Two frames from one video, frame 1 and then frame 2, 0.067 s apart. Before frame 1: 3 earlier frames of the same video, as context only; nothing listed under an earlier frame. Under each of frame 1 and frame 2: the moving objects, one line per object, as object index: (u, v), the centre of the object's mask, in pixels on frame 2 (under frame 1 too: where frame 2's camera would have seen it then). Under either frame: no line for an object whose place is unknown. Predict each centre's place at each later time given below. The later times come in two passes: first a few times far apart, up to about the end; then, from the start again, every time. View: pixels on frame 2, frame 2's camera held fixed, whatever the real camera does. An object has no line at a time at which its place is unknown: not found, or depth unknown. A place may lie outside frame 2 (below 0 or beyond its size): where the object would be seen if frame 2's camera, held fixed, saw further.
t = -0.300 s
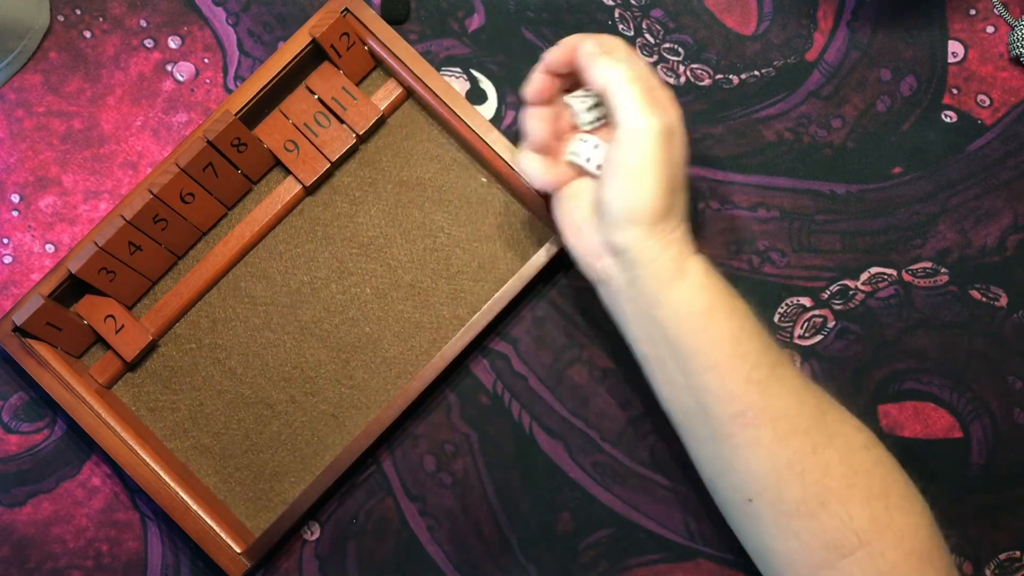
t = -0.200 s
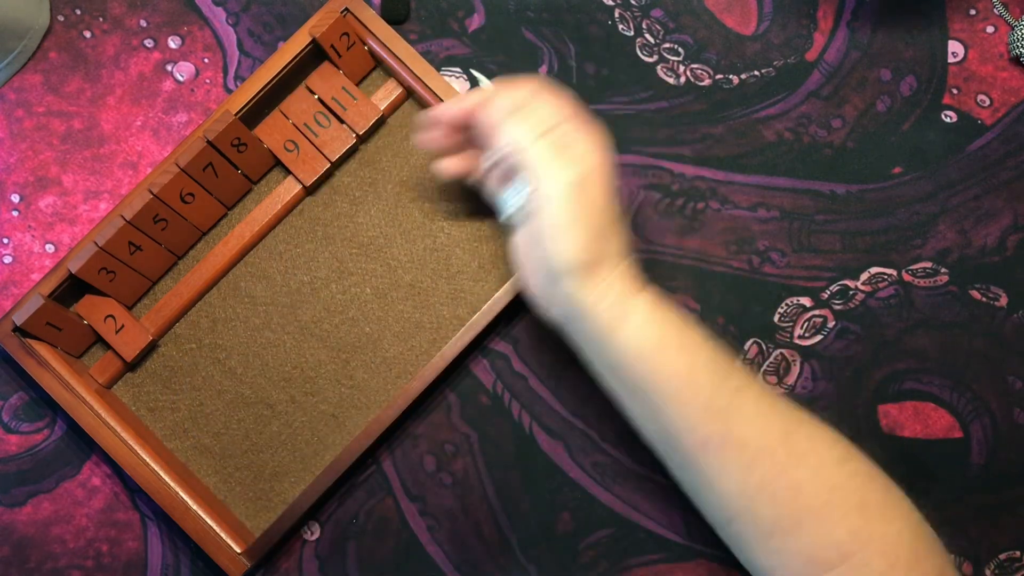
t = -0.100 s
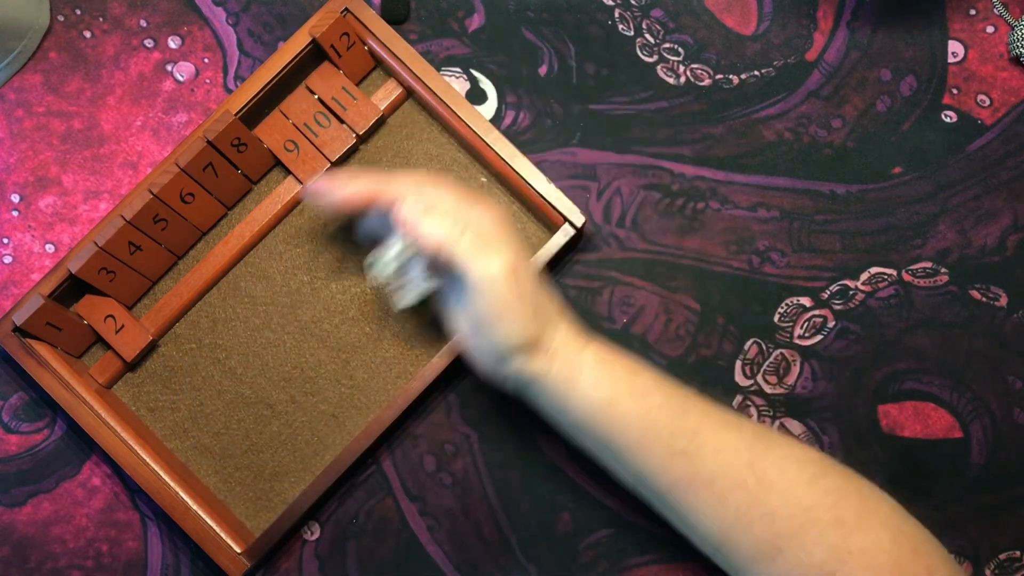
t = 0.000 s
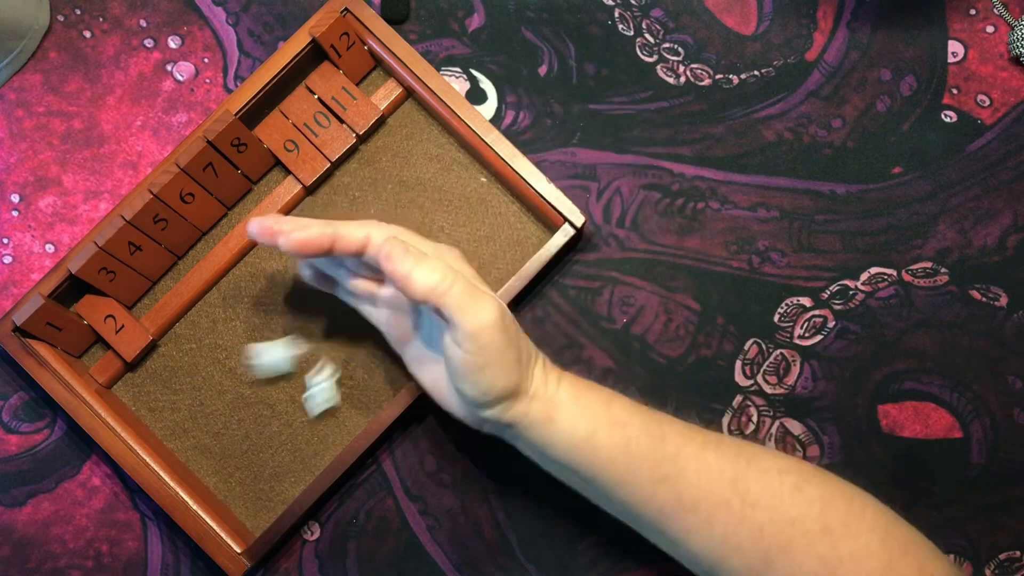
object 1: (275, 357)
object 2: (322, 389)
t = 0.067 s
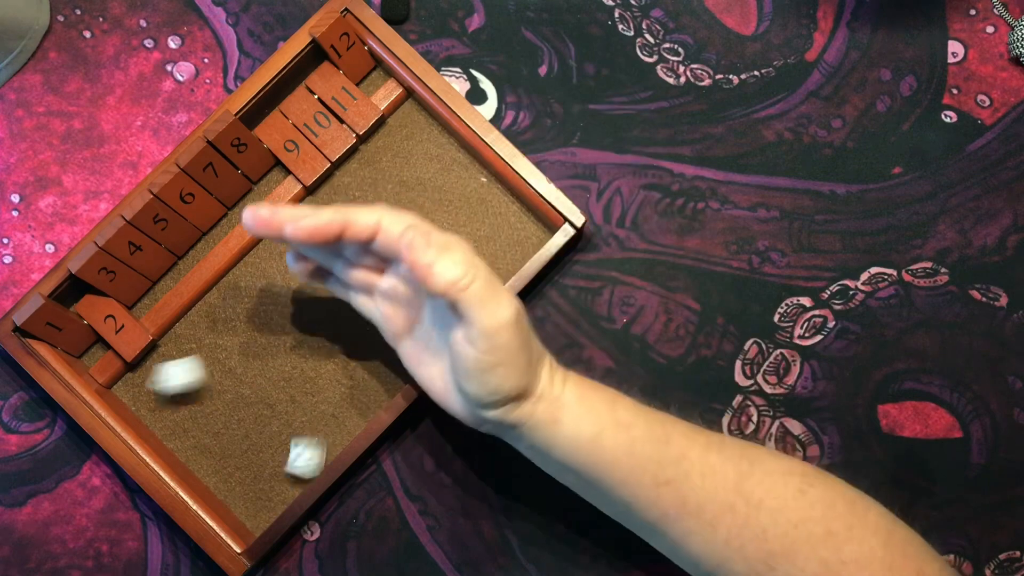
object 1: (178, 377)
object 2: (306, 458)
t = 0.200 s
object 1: (175, 397)
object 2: (243, 497)
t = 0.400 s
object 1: (236, 425)
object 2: (264, 462)
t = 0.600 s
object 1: (239, 430)
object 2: (264, 462)
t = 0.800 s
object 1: (239, 430)
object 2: (264, 462)
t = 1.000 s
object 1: (239, 430)
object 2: (264, 462)
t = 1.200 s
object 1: (239, 430)
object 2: (264, 462)
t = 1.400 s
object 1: (239, 430)
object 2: (264, 462)
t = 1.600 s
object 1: (239, 430)
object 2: (264, 462)
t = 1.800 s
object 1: (239, 430)
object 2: (264, 462)
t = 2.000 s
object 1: (239, 430)
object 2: (264, 462)
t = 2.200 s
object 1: (239, 430)
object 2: (264, 462)
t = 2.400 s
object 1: (239, 430)
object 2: (264, 462)
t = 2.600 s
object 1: (239, 430)
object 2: (264, 462)
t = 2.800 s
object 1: (239, 430)
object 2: (264, 462)
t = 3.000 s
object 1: (239, 430)
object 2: (264, 462)
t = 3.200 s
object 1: (239, 430)
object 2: (263, 462)
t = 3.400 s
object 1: (239, 430)
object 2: (263, 462)
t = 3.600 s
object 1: (239, 430)
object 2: (264, 462)
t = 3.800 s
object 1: (239, 430)
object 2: (264, 462)
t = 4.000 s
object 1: (239, 430)
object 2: (264, 462)
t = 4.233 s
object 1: (239, 430)
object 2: (264, 462)
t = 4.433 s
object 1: (243, 421)
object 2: (269, 452)
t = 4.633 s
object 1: (245, 418)
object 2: (271, 448)
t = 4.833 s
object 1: (244, 418)
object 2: (271, 448)
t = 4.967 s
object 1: (243, 419)
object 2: (270, 449)
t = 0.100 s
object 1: (142, 385)
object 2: (283, 475)
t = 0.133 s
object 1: (133, 390)
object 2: (260, 490)
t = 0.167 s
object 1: (153, 390)
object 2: (244, 501)
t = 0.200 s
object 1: (175, 397)
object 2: (243, 497)
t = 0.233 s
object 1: (188, 402)
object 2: (248, 487)
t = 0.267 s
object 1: (203, 409)
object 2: (255, 478)
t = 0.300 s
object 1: (215, 414)
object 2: (258, 471)
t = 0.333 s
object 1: (225, 418)
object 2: (262, 465)
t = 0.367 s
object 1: (231, 422)
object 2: (263, 462)
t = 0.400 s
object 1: (236, 425)
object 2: (264, 462)
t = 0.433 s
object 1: (239, 429)
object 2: (264, 462)
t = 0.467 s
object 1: (239, 430)
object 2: (264, 462)
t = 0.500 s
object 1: (239, 430)
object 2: (264, 462)
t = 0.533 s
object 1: (239, 430)
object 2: (264, 462)
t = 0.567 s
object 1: (239, 430)
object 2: (264, 462)
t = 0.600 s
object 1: (239, 430)
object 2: (264, 462)
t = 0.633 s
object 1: (239, 430)
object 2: (264, 462)
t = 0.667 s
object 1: (239, 430)
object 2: (264, 462)
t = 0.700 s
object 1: (239, 430)
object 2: (264, 462)
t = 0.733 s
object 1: (239, 430)
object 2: (264, 462)
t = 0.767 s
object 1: (239, 430)
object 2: (264, 462)
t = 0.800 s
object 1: (239, 430)
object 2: (264, 462)
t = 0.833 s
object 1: (239, 430)
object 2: (264, 462)
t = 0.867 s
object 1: (239, 430)
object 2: (264, 462)
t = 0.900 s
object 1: (239, 430)
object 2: (264, 462)
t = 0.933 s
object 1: (239, 430)
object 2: (264, 462)
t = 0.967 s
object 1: (239, 430)
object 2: (264, 462)
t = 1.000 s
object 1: (239, 430)
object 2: (264, 462)
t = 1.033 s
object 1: (239, 430)
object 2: (264, 462)
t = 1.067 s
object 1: (239, 430)
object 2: (264, 462)
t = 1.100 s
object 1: (239, 430)
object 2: (264, 462)
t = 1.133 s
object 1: (239, 430)
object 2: (264, 462)
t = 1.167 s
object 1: (239, 430)
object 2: (264, 462)
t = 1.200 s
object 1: (239, 430)
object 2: (264, 462)
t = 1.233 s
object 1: (239, 430)
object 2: (264, 462)
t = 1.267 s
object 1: (239, 430)
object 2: (264, 462)
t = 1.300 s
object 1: (239, 430)
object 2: (264, 462)
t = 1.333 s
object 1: (239, 430)
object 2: (264, 462)
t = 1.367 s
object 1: (239, 430)
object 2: (264, 462)
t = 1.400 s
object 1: (239, 430)
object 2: (264, 462)
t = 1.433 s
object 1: (239, 430)
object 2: (264, 462)
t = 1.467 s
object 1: (239, 430)
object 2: (264, 462)
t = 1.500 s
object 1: (239, 430)
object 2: (264, 462)
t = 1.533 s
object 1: (239, 430)
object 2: (264, 462)
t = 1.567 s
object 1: (239, 430)
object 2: (264, 462)
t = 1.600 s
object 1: (239, 430)
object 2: (264, 462)
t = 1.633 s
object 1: (239, 430)
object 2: (264, 462)
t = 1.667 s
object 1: (239, 430)
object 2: (264, 462)
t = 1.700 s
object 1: (239, 430)
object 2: (264, 462)
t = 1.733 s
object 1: (239, 430)
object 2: (264, 462)
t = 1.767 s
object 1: (239, 430)
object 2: (264, 462)
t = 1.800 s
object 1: (239, 430)
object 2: (264, 462)
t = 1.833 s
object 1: (239, 430)
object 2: (264, 462)
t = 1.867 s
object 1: (239, 430)
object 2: (264, 462)
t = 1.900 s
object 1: (239, 430)
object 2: (264, 462)
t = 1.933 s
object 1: (239, 430)
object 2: (264, 462)
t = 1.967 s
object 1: (239, 430)
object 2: (264, 462)
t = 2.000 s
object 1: (239, 430)
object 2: (264, 462)
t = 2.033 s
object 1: (239, 430)
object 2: (264, 462)
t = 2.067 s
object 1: (239, 430)
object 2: (264, 462)
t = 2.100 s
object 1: (239, 430)
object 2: (264, 462)
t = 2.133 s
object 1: (239, 430)
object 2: (264, 462)
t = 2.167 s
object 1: (239, 430)
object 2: (264, 462)
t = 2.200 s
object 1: (239, 430)
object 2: (264, 462)
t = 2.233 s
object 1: (239, 430)
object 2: (264, 462)
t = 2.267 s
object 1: (239, 430)
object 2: (264, 462)
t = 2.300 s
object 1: (239, 430)
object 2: (264, 462)
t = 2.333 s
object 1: (239, 430)
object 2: (264, 462)
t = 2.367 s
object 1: (239, 430)
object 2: (264, 462)
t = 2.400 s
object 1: (239, 430)
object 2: (264, 462)
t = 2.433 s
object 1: (239, 430)
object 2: (264, 462)
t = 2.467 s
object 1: (239, 430)
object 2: (264, 462)
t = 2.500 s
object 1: (239, 430)
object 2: (264, 462)
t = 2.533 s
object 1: (239, 430)
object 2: (264, 462)
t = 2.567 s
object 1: (239, 430)
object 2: (264, 462)
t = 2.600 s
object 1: (239, 430)
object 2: (264, 462)
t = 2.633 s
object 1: (239, 430)
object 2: (264, 462)
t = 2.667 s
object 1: (239, 430)
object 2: (264, 462)
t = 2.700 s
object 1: (239, 430)
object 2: (264, 462)
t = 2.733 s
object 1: (239, 430)
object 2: (264, 462)
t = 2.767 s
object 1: (239, 430)
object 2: (264, 462)
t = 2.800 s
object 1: (239, 430)
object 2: (264, 462)
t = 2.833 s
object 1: (239, 430)
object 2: (264, 462)
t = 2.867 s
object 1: (239, 430)
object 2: (264, 462)
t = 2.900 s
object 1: (239, 430)
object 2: (264, 462)
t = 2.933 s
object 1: (239, 430)
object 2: (264, 462)
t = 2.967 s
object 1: (239, 430)
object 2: (264, 462)
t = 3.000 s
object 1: (239, 430)
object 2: (264, 462)
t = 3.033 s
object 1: (239, 430)
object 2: (264, 463)
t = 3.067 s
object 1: (239, 429)
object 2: (264, 462)
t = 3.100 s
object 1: (239, 430)
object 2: (264, 462)
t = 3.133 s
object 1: (239, 430)
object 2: (264, 462)
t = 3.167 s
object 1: (239, 430)
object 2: (264, 462)
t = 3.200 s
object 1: (239, 430)
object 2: (263, 462)
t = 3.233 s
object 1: (239, 430)
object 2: (263, 462)
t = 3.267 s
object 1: (239, 430)
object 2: (263, 462)
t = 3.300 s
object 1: (239, 430)
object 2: (263, 462)
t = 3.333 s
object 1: (239, 430)
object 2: (263, 462)
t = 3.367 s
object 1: (239, 430)
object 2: (263, 462)
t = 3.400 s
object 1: (239, 430)
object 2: (263, 462)
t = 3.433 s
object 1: (239, 430)
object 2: (264, 462)
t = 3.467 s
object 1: (239, 430)
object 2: (264, 462)
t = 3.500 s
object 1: (239, 430)
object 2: (264, 462)
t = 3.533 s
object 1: (239, 430)
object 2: (264, 462)
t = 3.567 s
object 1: (239, 430)
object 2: (264, 462)
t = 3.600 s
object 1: (239, 430)
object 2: (264, 462)
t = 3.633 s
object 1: (239, 430)
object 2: (264, 462)
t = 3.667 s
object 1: (239, 430)
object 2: (263, 462)
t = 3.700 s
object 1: (239, 430)
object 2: (264, 462)
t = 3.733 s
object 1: (239, 430)
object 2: (263, 462)
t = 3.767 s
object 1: (239, 430)
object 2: (263, 462)
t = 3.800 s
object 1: (239, 430)
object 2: (264, 462)
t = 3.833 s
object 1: (239, 430)
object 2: (264, 462)
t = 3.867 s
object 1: (239, 430)
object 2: (264, 462)
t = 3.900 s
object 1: (239, 430)
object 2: (263, 462)
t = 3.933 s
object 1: (239, 430)
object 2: (263, 462)
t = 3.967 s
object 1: (239, 430)
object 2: (264, 462)
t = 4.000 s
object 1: (239, 430)
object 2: (264, 462)
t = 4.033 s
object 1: (239, 430)
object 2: (264, 462)
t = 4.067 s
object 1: (239, 430)
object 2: (264, 462)
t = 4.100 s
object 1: (239, 430)
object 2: (264, 462)
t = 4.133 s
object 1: (239, 430)
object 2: (264, 462)
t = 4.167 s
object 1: (239, 430)
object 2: (264, 462)
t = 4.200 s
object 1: (239, 430)
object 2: (264, 462)
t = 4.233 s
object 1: (239, 430)
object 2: (264, 462)
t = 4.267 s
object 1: (240, 428)
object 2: (265, 460)
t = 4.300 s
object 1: (241, 426)
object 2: (266, 457)
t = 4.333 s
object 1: (242, 425)
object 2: (267, 456)
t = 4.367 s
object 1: (242, 423)
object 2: (268, 454)
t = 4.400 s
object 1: (243, 422)
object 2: (268, 452)
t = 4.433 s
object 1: (243, 421)
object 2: (269, 452)
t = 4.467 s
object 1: (244, 420)
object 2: (270, 450)
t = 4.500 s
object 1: (245, 418)
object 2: (271, 448)
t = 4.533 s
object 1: (244, 418)
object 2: (271, 448)
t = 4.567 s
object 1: (244, 418)
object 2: (271, 448)
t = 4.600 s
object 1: (244, 418)
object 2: (271, 448)
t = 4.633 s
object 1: (245, 418)
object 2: (271, 448)
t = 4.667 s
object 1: (245, 418)
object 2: (271, 448)
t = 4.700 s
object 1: (244, 418)
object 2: (271, 449)
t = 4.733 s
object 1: (244, 418)
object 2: (271, 448)
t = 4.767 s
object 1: (244, 418)
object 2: (271, 448)
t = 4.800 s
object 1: (244, 418)
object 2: (271, 448)
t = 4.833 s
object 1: (244, 418)
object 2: (271, 448)
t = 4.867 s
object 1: (245, 418)
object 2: (271, 449)
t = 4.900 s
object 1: (244, 418)
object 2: (271, 448)
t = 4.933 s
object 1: (244, 418)
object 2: (271, 448)
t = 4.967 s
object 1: (243, 419)
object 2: (270, 449)
